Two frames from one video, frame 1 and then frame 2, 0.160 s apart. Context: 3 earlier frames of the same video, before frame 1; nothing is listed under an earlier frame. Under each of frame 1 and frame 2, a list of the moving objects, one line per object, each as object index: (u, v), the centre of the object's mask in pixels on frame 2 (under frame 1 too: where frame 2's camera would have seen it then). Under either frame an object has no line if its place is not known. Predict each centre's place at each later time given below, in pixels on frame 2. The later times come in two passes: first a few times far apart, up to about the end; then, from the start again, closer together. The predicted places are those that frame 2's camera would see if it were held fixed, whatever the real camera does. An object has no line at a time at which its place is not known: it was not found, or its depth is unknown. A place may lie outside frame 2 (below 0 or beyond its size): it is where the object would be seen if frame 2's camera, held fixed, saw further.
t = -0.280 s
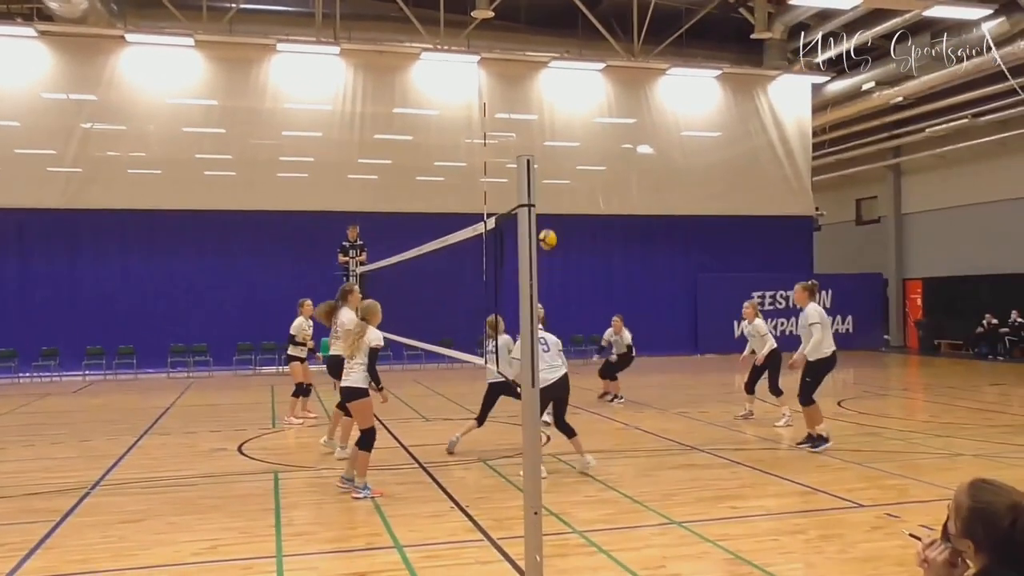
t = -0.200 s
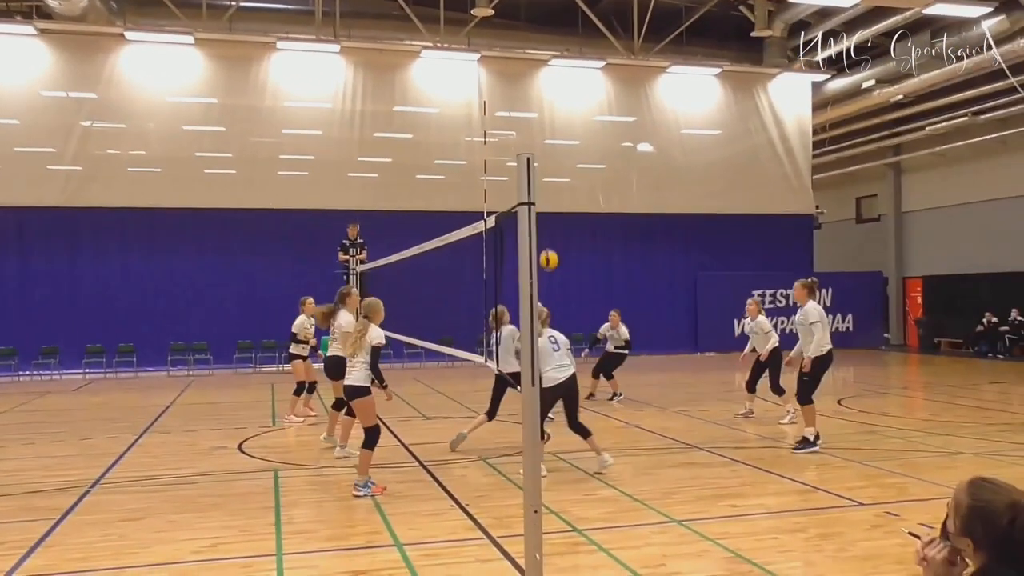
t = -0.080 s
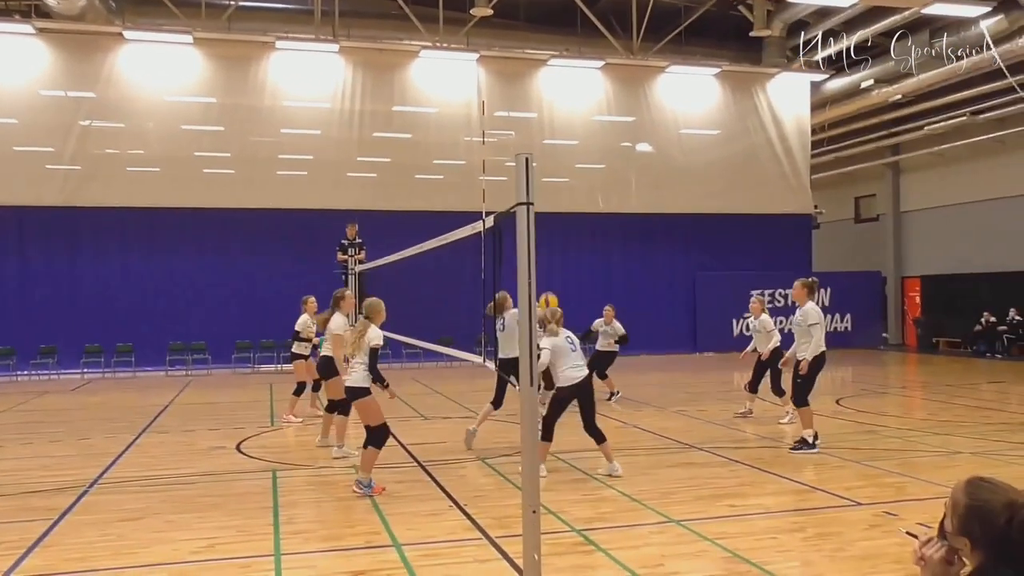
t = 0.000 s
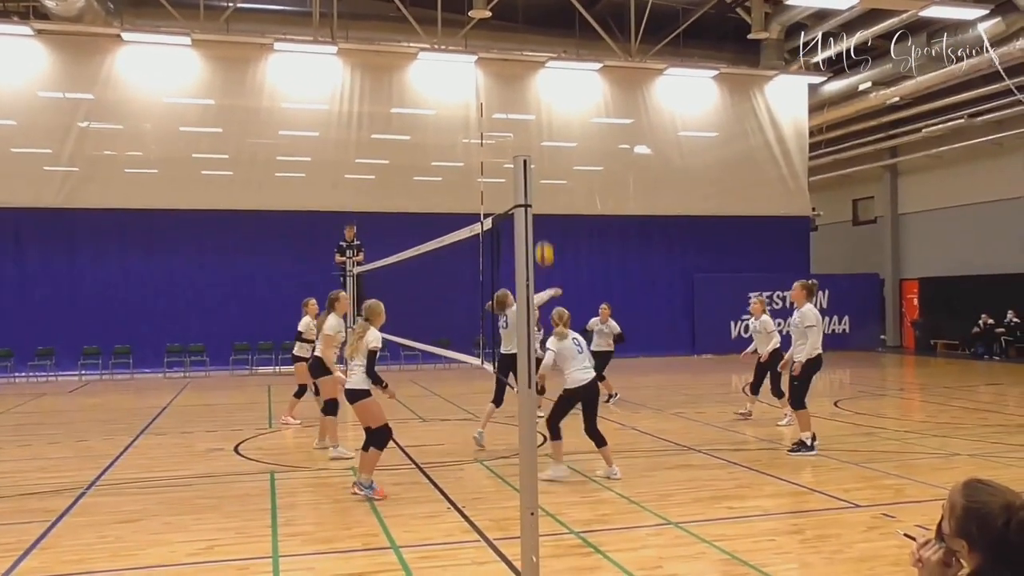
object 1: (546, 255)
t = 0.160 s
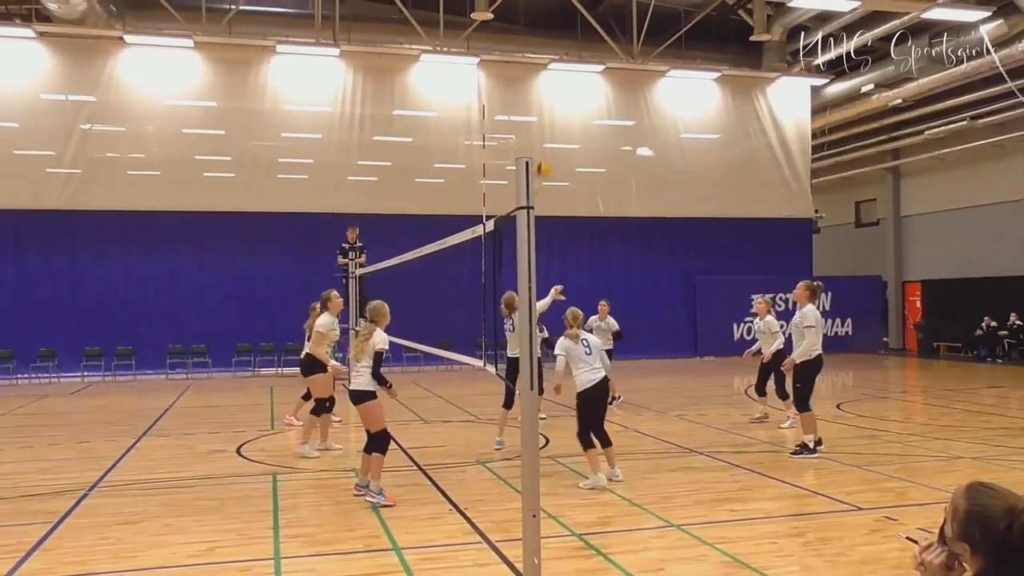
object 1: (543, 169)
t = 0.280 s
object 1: (540, 119)
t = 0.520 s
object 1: (537, 59)
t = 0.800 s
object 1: (534, 51)
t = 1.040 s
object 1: (532, 94)
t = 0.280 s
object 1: (540, 119)
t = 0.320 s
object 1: (539, 105)
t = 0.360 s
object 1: (538, 93)
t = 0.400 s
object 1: (538, 82)
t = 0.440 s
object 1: (537, 73)
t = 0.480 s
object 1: (537, 66)
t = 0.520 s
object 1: (537, 59)
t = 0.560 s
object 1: (536, 53)
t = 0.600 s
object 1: (536, 49)
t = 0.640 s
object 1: (535, 48)
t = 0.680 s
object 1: (534, 47)
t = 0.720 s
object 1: (534, 47)
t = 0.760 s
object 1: (534, 48)
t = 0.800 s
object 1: (534, 51)
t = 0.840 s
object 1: (533, 54)
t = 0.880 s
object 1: (532, 61)
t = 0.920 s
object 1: (533, 70)
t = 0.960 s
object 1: (532, 75)
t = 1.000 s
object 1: (533, 84)
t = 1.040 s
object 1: (532, 94)
